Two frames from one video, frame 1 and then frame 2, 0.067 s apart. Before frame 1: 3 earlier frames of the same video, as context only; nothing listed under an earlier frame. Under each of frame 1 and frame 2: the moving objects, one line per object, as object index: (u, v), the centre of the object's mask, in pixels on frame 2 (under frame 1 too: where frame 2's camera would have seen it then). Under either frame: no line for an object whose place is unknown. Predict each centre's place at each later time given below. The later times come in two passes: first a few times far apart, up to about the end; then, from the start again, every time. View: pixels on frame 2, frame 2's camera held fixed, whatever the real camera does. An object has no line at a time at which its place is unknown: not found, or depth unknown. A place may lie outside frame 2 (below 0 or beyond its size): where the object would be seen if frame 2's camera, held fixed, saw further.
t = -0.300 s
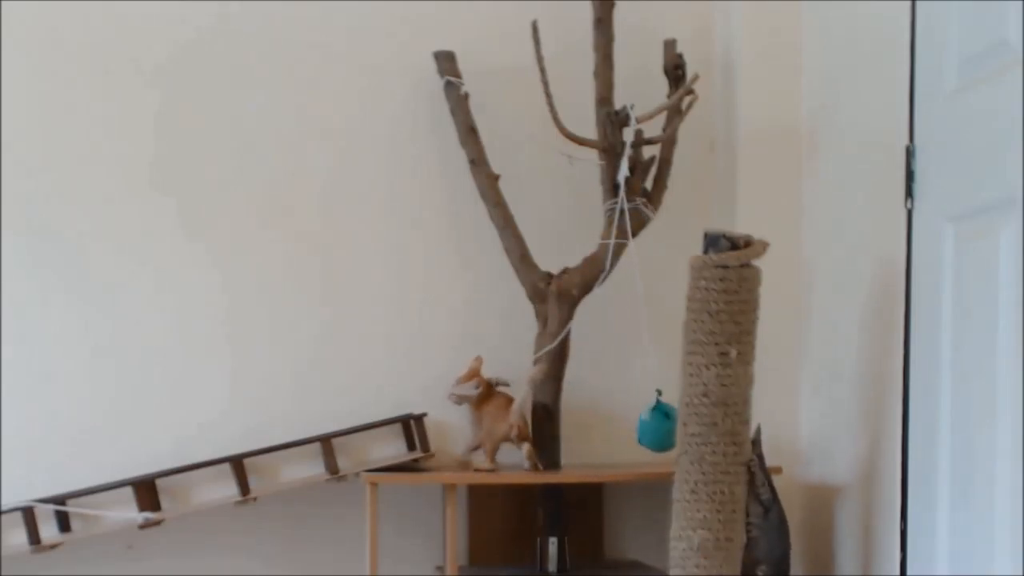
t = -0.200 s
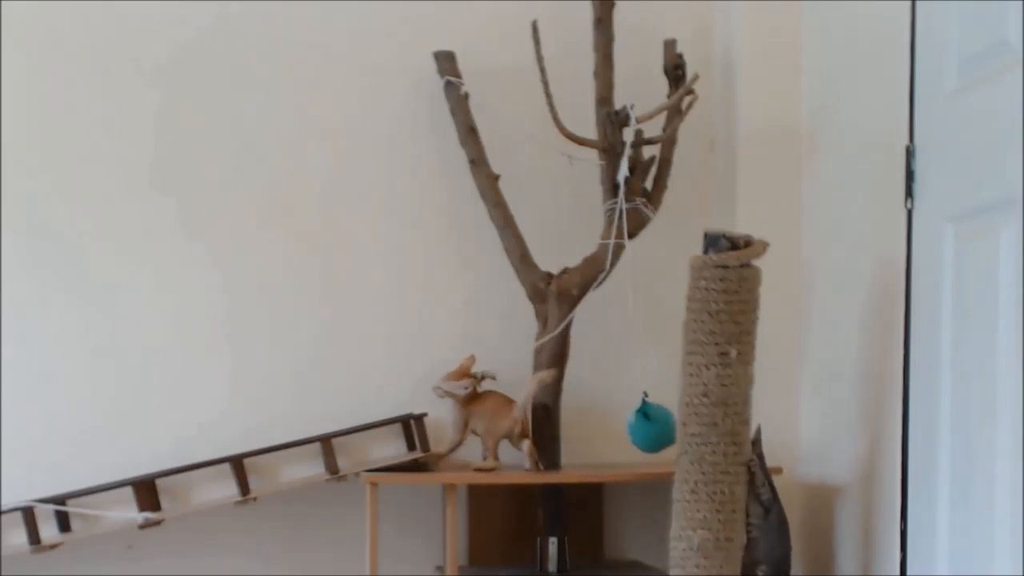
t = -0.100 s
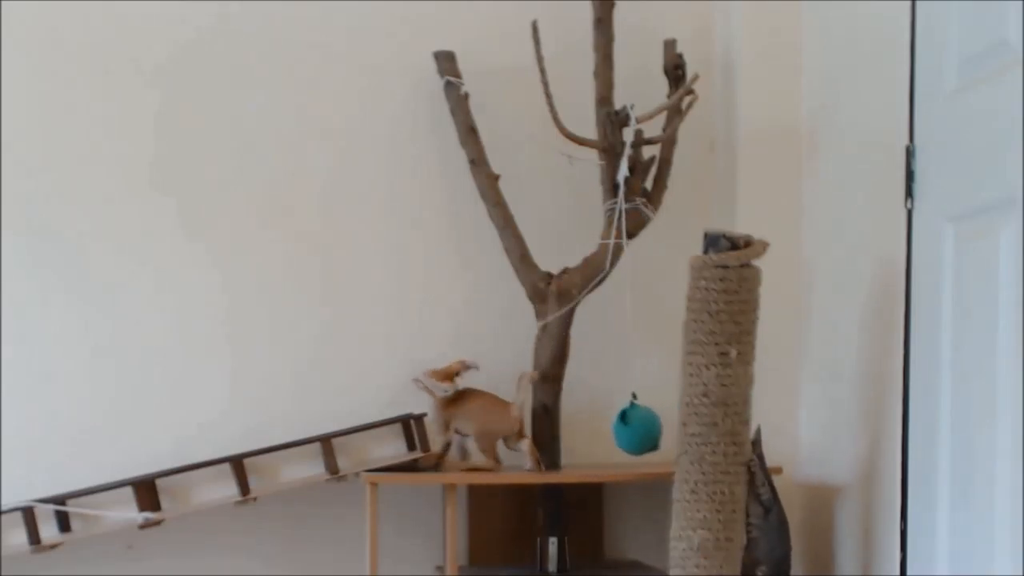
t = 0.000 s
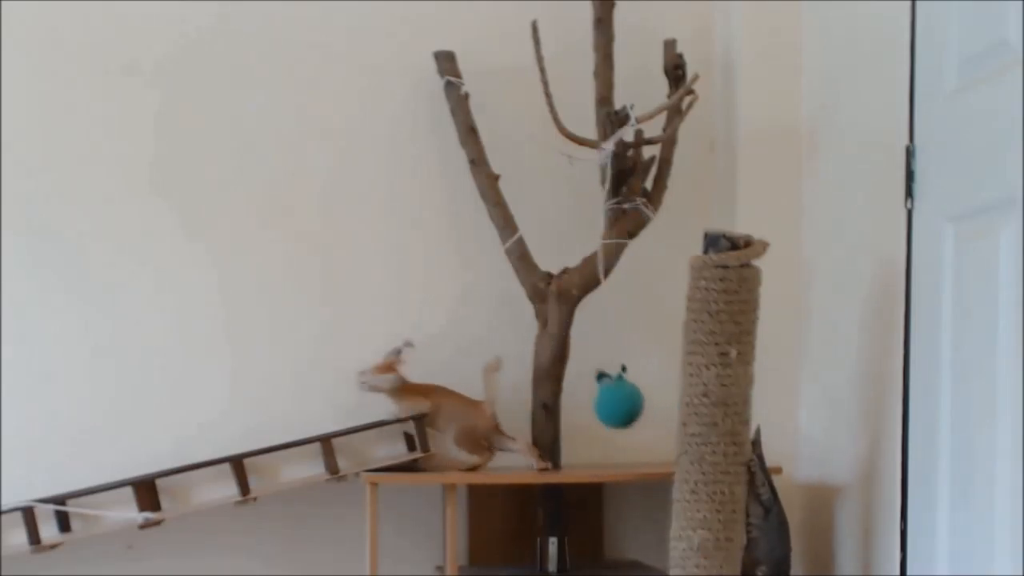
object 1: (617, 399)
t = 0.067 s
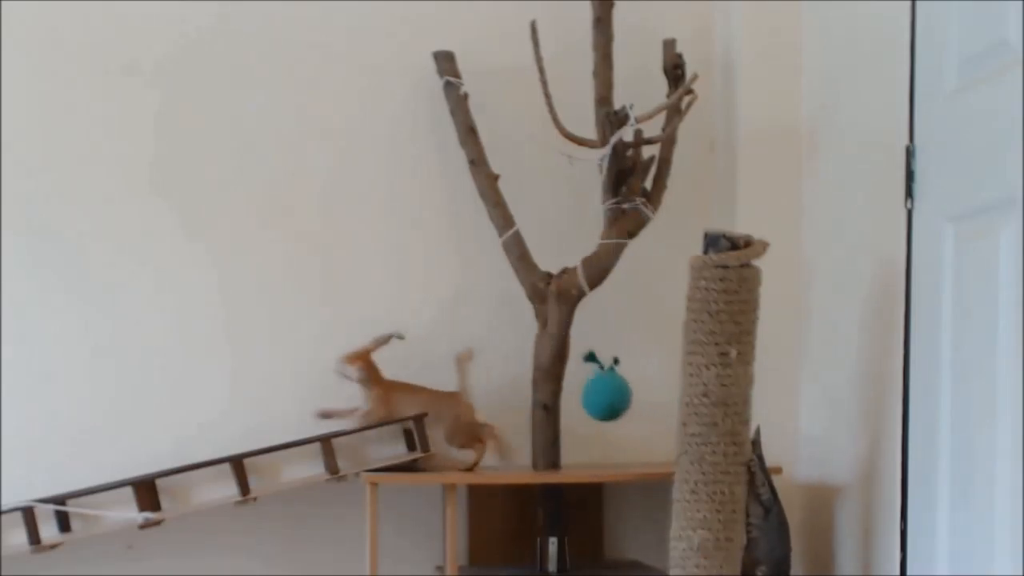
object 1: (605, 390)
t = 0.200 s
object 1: (581, 417)
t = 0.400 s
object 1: (574, 411)
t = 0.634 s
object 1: (578, 415)
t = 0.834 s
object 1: (614, 422)
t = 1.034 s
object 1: (637, 426)
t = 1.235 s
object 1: (649, 423)
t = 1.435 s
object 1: (642, 421)
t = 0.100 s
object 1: (599, 392)
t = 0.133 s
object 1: (593, 398)
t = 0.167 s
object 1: (587, 408)
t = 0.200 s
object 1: (581, 417)
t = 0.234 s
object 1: (577, 418)
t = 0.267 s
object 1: (577, 414)
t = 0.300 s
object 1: (576, 411)
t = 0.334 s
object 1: (576, 410)
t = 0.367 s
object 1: (575, 409)
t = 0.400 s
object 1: (574, 411)
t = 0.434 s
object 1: (573, 412)
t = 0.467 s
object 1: (571, 416)
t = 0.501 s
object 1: (571, 419)
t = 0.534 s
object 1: (571, 419)
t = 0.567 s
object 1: (572, 417)
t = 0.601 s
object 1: (575, 415)
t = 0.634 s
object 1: (578, 415)
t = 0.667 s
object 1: (581, 416)
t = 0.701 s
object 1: (589, 419)
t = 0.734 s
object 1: (595, 422)
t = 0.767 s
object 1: (601, 423)
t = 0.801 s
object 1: (607, 422)
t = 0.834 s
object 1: (614, 422)
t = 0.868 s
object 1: (619, 422)
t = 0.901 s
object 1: (625, 422)
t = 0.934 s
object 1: (629, 424)
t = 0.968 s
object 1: (633, 425)
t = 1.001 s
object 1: (636, 426)
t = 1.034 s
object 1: (637, 426)
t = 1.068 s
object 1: (639, 424)
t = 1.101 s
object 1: (641, 420)
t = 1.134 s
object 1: (644, 420)
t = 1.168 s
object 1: (645, 424)
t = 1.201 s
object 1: (647, 422)
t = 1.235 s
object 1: (649, 423)
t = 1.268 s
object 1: (650, 421)
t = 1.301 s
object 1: (650, 420)
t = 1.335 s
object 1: (649, 420)
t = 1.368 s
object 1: (647, 419)
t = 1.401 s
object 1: (645, 420)
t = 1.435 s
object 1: (642, 421)
